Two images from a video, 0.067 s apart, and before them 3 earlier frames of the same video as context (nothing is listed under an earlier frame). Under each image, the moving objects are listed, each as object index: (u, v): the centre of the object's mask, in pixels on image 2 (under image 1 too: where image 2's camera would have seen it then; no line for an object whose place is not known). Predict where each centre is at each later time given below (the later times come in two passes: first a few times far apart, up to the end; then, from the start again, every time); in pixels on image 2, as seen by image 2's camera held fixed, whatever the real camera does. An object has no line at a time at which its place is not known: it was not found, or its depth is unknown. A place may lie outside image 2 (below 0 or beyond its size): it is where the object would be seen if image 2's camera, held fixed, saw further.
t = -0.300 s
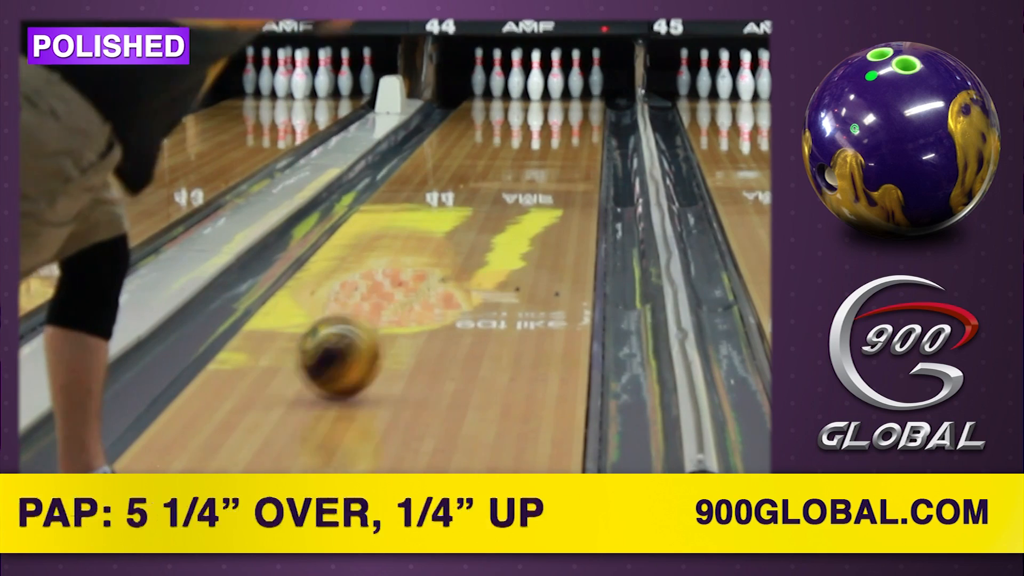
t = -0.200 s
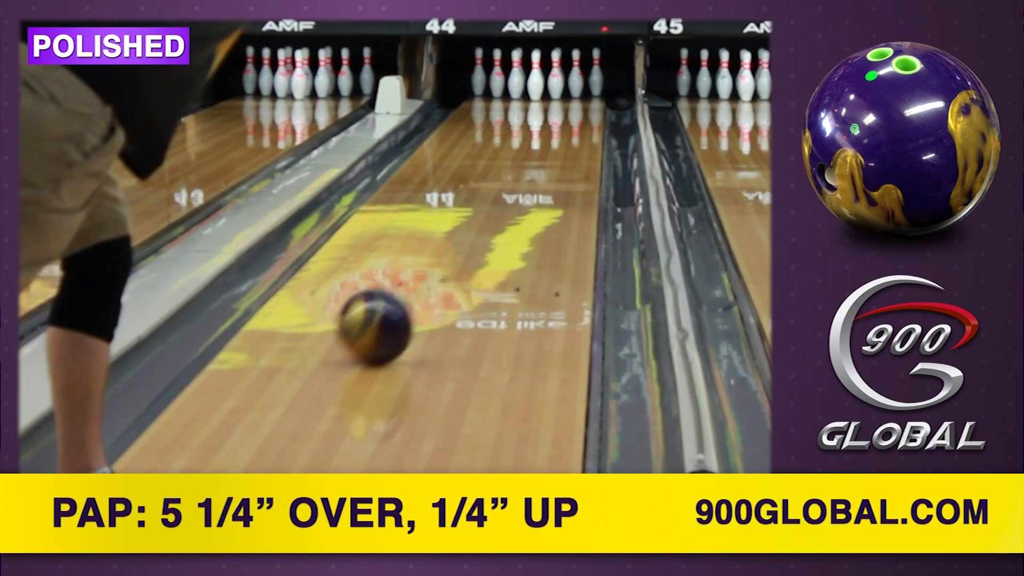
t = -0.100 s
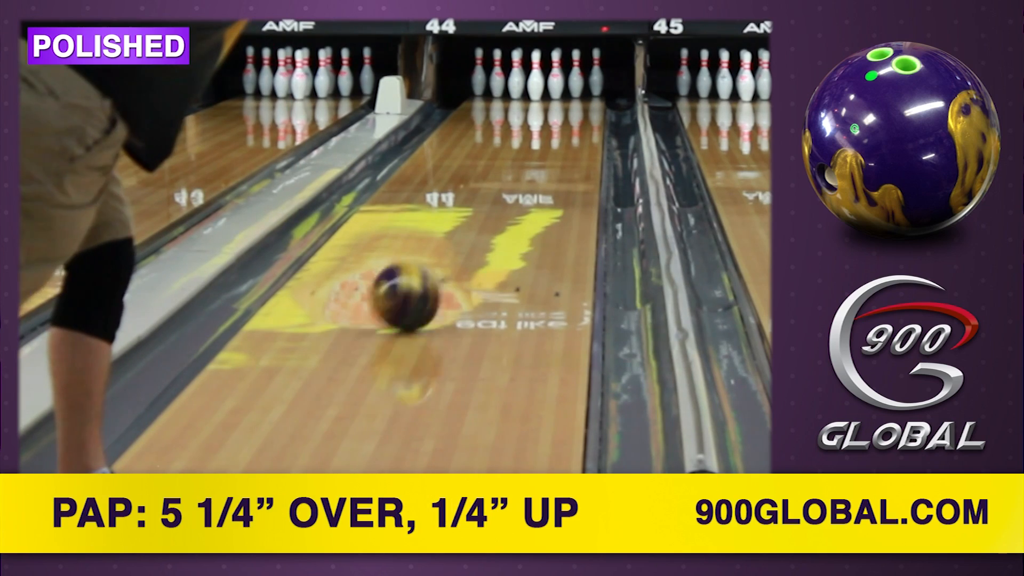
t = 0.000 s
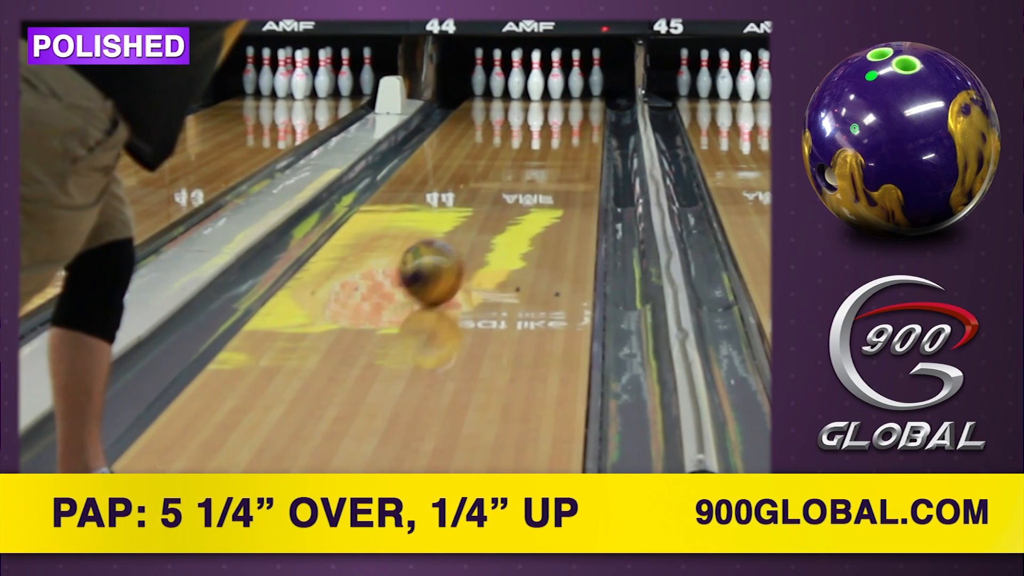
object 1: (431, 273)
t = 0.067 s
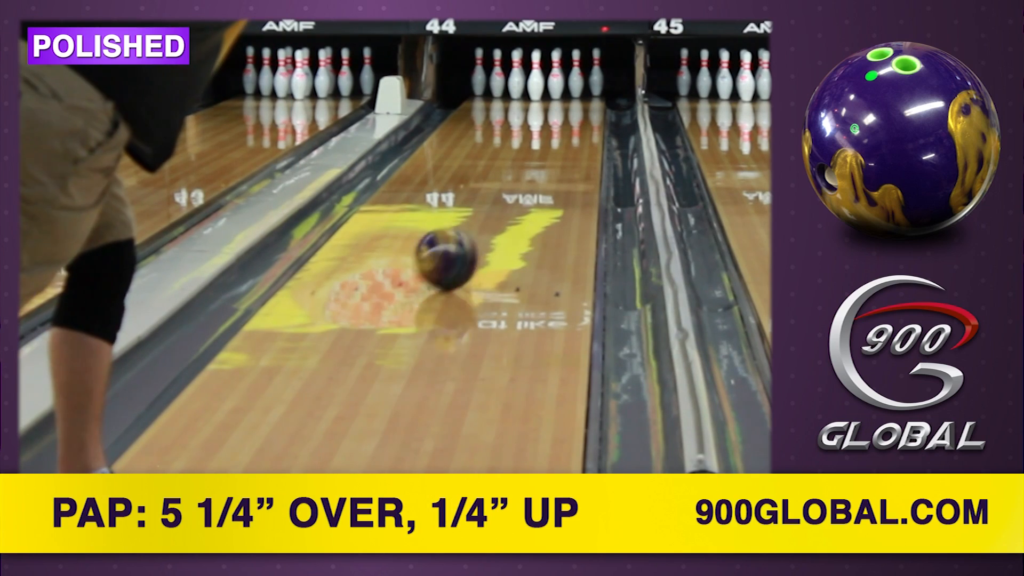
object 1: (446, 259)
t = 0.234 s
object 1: (478, 229)
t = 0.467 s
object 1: (511, 195)
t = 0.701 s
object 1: (536, 168)
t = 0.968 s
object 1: (559, 144)
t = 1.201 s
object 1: (571, 127)
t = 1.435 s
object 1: (575, 113)
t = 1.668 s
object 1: (569, 102)
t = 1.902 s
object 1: (555, 94)
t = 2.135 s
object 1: (546, 86)
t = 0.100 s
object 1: (453, 252)
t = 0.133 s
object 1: (460, 247)
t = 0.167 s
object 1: (465, 241)
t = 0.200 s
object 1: (472, 235)
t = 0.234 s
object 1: (478, 229)
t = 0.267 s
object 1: (483, 223)
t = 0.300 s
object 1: (488, 219)
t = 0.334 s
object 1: (494, 213)
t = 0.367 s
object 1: (498, 208)
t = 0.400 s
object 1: (503, 204)
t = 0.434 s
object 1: (507, 199)
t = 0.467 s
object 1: (511, 195)
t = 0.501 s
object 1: (516, 191)
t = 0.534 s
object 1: (519, 187)
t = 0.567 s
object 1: (523, 183)
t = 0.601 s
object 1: (527, 179)
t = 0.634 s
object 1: (530, 175)
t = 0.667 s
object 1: (534, 172)
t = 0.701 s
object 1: (536, 168)
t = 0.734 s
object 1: (540, 165)
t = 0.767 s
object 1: (543, 162)
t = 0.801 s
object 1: (545, 159)
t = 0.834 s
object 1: (549, 156)
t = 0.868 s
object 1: (551, 153)
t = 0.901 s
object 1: (554, 150)
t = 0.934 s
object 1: (556, 147)
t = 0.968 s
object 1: (559, 144)
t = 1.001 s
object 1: (561, 141)
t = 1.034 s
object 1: (562, 139)
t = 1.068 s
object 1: (564, 137)
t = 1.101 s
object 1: (565, 134)
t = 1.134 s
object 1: (568, 131)
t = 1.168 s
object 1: (569, 129)
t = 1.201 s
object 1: (571, 127)
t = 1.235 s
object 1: (570, 125)
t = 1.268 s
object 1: (572, 122)
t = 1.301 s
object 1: (573, 120)
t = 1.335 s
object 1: (574, 119)
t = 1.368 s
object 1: (575, 117)
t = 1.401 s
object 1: (574, 115)
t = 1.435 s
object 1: (575, 113)
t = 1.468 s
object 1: (574, 112)
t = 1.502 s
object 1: (574, 110)
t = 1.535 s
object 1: (574, 109)
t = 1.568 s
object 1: (573, 107)
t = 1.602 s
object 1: (572, 105)
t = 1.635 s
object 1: (571, 104)
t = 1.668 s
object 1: (569, 102)
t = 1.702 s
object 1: (567, 100)
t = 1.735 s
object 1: (566, 99)
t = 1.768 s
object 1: (563, 98)
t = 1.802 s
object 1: (561, 97)
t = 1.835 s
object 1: (559, 95)
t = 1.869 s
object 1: (557, 94)
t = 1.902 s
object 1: (555, 94)
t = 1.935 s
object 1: (552, 92)
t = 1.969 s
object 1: (550, 90)
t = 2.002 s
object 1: (548, 89)
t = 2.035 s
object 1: (546, 88)
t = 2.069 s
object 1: (545, 87)
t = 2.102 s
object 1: (546, 87)
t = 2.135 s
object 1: (546, 86)
